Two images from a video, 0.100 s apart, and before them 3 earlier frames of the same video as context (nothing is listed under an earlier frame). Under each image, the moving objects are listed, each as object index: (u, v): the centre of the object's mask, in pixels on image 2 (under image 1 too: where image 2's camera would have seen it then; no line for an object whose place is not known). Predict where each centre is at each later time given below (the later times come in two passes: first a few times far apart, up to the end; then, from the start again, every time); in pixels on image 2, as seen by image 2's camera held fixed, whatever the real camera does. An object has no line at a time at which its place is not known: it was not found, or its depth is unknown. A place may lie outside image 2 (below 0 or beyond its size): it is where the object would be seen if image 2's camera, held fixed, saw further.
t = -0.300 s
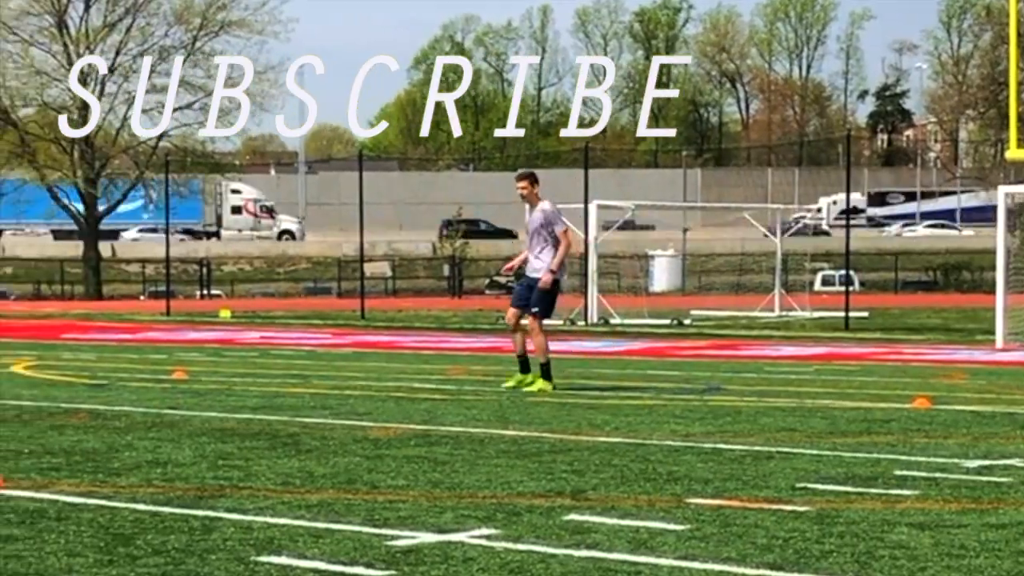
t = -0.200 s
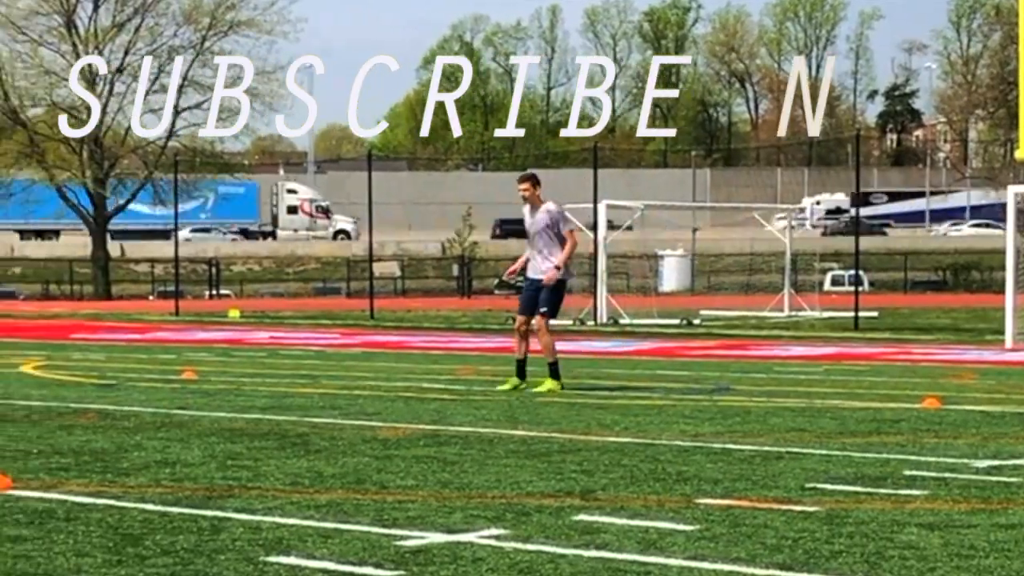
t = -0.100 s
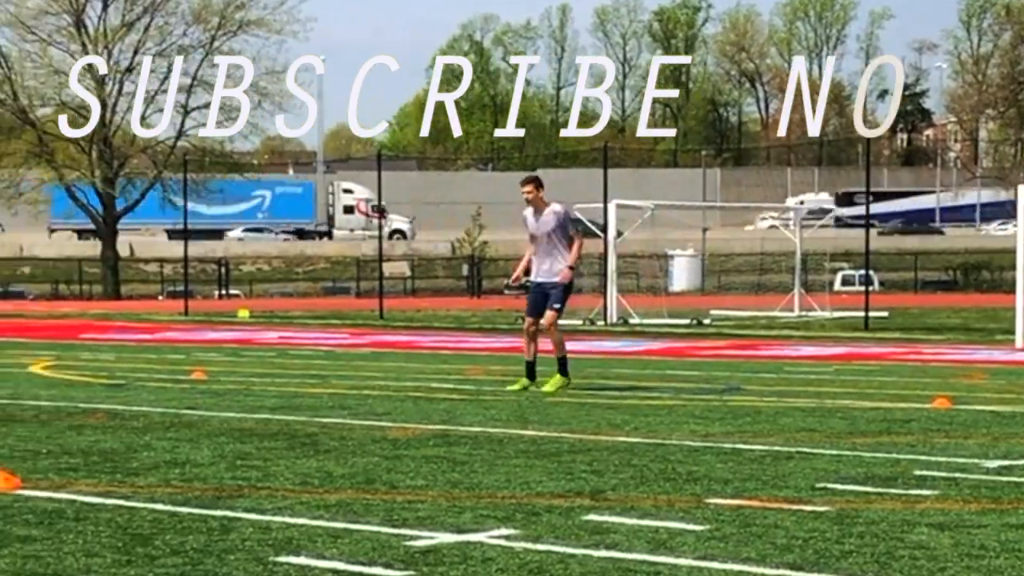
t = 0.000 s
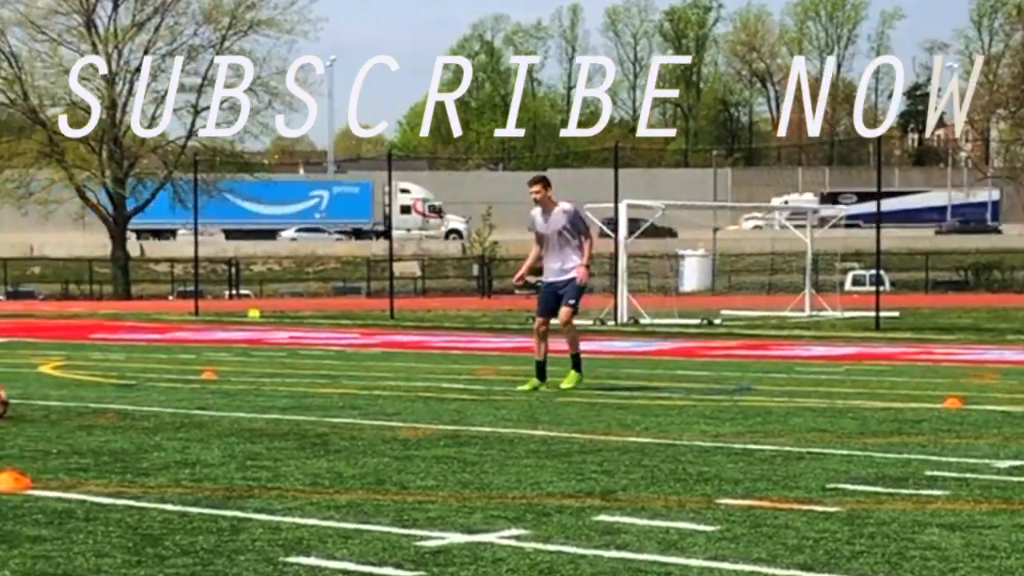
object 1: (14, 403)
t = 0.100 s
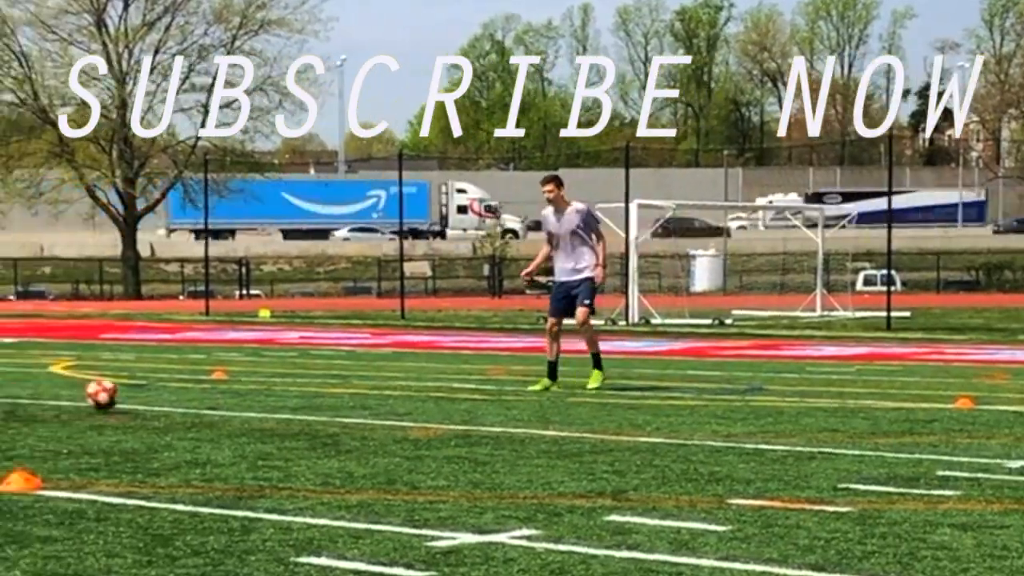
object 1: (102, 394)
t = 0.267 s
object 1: (242, 391)
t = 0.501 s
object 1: (397, 386)
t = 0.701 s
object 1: (506, 381)
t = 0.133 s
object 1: (133, 395)
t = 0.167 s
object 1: (163, 395)
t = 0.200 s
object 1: (190, 393)
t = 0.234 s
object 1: (217, 390)
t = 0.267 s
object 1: (242, 391)
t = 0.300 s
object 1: (267, 391)
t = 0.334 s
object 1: (291, 390)
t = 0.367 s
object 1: (313, 389)
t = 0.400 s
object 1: (335, 389)
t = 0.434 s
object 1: (356, 389)
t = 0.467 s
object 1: (377, 388)
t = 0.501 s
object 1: (397, 386)
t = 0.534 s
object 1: (416, 386)
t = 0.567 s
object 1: (435, 385)
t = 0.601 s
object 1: (453, 385)
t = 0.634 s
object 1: (470, 383)
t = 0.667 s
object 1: (489, 382)
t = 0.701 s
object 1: (506, 381)
